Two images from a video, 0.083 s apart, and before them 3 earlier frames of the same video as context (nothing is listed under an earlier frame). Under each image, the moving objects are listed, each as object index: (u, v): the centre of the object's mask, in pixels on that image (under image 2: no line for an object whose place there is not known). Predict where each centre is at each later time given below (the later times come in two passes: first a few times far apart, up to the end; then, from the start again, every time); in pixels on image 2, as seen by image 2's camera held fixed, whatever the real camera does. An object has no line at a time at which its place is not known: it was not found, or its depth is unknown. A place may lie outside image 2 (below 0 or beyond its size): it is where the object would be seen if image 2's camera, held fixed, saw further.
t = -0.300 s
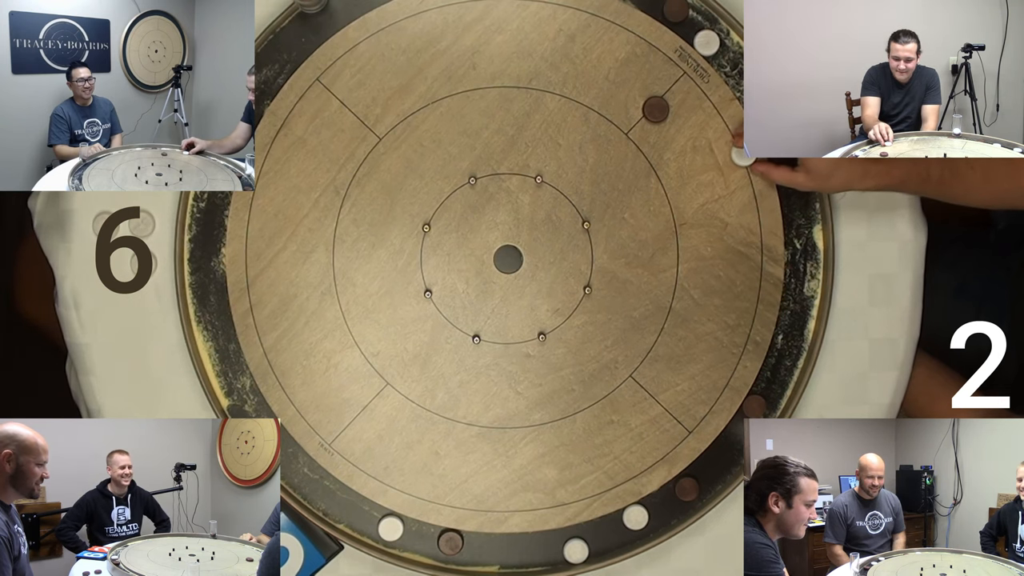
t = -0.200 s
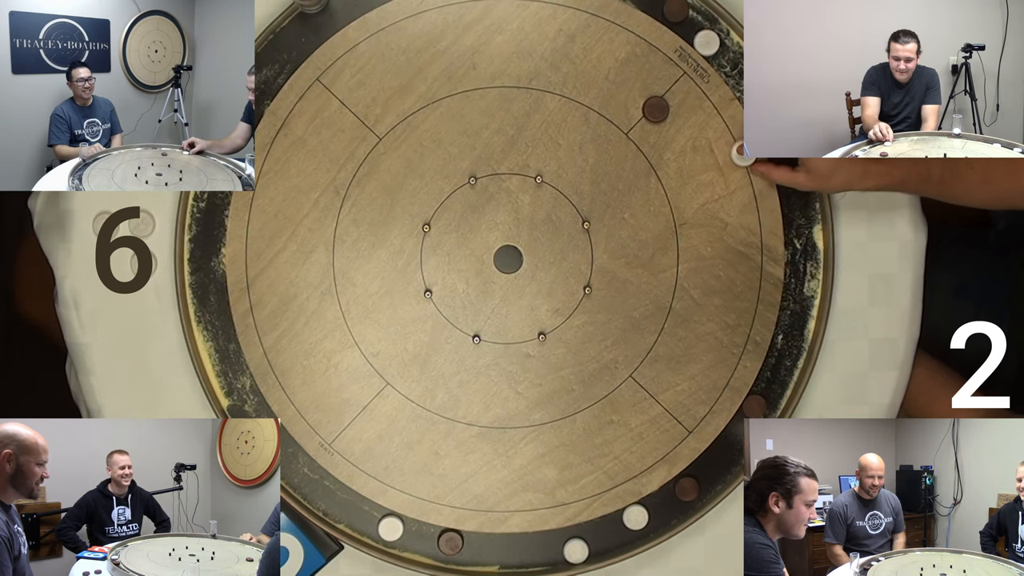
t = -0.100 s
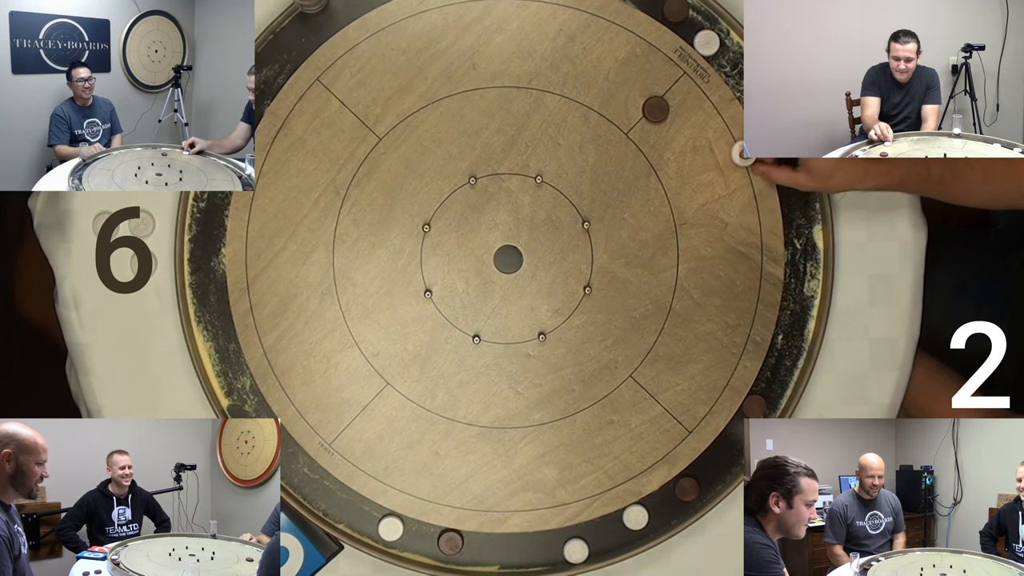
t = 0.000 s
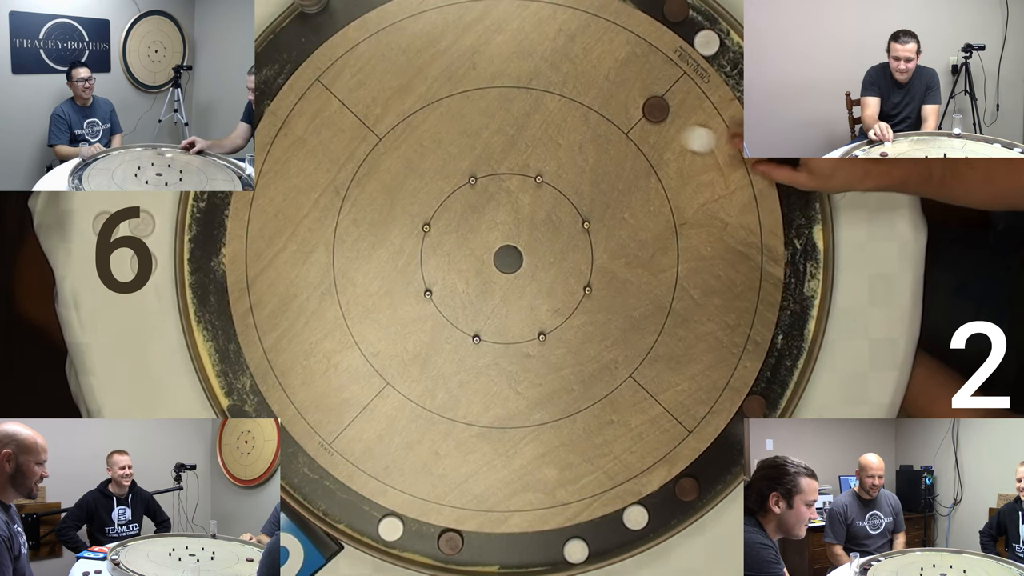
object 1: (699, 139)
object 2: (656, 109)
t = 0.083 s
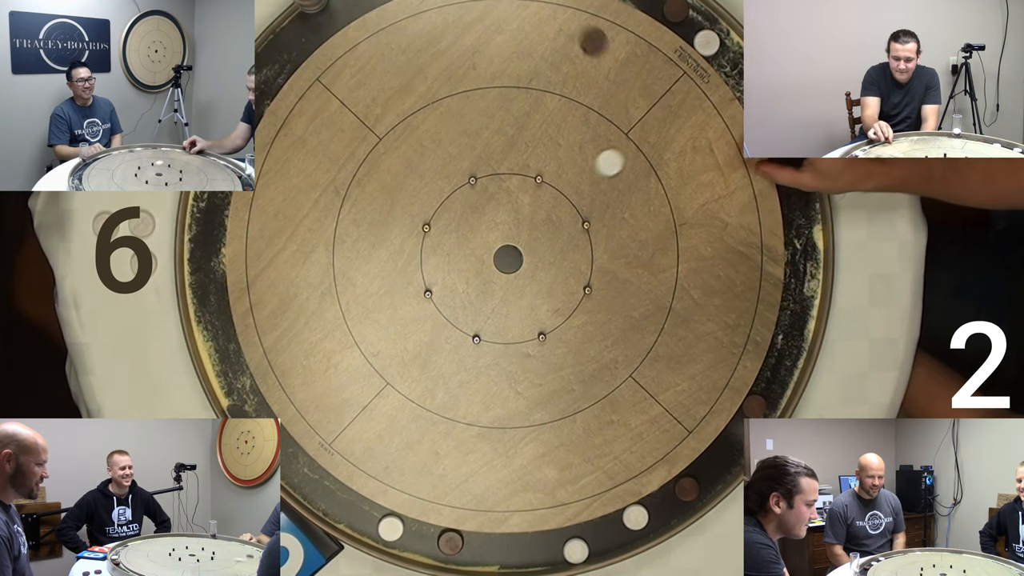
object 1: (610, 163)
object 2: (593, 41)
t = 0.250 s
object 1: (506, 251)
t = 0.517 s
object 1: (459, 323)
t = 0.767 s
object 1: (448, 320)
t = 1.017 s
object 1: (446, 323)
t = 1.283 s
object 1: (448, 320)
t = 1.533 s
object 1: (446, 317)
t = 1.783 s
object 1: (445, 315)
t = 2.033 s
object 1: (445, 315)
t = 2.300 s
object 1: (445, 315)
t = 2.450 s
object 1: (445, 315)
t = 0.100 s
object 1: (595, 170)
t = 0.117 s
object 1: (580, 177)
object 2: (563, 10)
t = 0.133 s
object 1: (566, 184)
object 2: (549, 3)
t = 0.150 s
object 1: (552, 192)
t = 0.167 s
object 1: (543, 201)
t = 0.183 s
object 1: (535, 212)
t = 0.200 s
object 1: (528, 222)
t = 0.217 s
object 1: (521, 232)
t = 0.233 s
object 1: (513, 241)
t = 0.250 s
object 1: (506, 251)
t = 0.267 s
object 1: (501, 259)
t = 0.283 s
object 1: (496, 267)
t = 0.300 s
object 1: (492, 273)
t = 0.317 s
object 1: (489, 279)
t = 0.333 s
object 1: (486, 285)
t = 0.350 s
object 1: (484, 291)
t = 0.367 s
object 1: (480, 297)
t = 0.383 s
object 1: (477, 303)
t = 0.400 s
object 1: (475, 307)
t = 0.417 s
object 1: (473, 313)
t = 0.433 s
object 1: (471, 317)
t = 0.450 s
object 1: (468, 322)
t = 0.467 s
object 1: (466, 324)
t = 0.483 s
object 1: (463, 324)
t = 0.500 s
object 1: (461, 323)
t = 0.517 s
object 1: (459, 323)
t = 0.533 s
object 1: (456, 322)
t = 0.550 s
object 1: (454, 322)
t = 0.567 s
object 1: (453, 322)
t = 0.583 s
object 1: (452, 322)
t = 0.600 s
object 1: (451, 322)
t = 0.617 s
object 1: (450, 322)
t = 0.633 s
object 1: (450, 322)
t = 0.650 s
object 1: (449, 321)
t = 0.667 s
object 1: (449, 321)
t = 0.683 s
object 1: (449, 321)
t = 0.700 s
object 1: (449, 321)
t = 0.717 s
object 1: (449, 321)
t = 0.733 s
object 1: (448, 320)
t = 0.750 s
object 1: (448, 320)
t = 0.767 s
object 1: (448, 320)
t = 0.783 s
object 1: (447, 320)
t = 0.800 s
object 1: (447, 320)
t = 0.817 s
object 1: (447, 320)
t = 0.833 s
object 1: (446, 320)
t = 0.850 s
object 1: (446, 321)
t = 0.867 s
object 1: (446, 321)
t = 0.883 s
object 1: (446, 321)
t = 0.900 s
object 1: (446, 321)
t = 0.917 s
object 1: (446, 321)
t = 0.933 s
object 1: (446, 322)
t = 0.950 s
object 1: (446, 322)
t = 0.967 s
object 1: (446, 322)
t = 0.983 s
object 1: (446, 322)
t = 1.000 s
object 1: (446, 323)
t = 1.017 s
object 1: (446, 323)
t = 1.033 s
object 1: (447, 323)
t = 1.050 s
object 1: (447, 323)
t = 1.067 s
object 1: (447, 323)
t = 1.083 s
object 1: (447, 323)
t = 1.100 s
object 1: (448, 322)
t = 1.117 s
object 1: (448, 322)
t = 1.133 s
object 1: (448, 322)
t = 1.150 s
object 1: (448, 322)
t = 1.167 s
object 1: (448, 322)
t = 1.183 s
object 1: (448, 321)
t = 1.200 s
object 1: (449, 321)
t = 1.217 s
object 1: (449, 321)
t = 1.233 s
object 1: (448, 321)
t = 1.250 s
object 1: (448, 320)
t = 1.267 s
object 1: (448, 320)
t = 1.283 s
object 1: (448, 320)
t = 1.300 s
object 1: (448, 320)
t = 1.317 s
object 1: (448, 319)
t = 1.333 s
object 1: (447, 319)
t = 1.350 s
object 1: (447, 319)
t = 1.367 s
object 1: (447, 319)
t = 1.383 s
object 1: (447, 319)
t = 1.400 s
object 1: (447, 319)
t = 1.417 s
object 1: (447, 319)
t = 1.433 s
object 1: (447, 319)
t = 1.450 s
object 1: (446, 318)
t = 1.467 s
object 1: (446, 318)
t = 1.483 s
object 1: (446, 318)
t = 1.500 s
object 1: (446, 318)
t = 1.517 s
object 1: (446, 317)
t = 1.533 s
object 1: (446, 317)
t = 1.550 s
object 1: (446, 317)
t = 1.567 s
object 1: (445, 316)
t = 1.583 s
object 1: (445, 316)
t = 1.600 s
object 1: (445, 316)
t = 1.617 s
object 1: (445, 316)
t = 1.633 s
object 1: (445, 316)
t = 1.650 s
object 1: (445, 316)
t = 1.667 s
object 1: (445, 316)
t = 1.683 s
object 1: (445, 315)
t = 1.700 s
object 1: (445, 315)
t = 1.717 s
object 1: (445, 315)
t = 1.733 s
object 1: (445, 316)
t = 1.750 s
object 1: (445, 315)
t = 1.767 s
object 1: (445, 315)
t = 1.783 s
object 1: (445, 315)
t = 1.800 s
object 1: (445, 315)
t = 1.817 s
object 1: (445, 315)
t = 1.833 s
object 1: (445, 316)
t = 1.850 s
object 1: (445, 315)
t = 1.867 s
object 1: (445, 315)
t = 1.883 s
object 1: (445, 315)
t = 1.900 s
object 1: (445, 315)
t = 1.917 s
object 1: (445, 315)
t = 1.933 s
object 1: (445, 315)
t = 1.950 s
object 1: (445, 315)
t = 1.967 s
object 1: (445, 315)
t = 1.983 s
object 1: (445, 315)
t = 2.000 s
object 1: (445, 315)
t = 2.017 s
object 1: (445, 315)
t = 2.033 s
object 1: (445, 315)
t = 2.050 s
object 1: (445, 315)
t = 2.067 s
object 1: (445, 316)
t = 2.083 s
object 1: (445, 315)
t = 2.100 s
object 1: (445, 315)
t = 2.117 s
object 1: (445, 315)
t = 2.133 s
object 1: (445, 315)
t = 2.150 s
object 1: (445, 315)
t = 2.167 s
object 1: (445, 315)
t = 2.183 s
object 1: (445, 315)
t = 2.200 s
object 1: (445, 315)
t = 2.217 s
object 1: (445, 315)
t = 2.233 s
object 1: (445, 315)
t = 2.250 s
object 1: (445, 315)
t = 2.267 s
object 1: (445, 315)
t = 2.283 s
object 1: (445, 315)
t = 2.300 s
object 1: (445, 315)
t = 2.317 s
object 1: (445, 315)
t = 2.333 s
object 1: (445, 315)
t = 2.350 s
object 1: (445, 315)
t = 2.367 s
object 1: (445, 315)
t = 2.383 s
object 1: (445, 315)
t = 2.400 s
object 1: (445, 315)
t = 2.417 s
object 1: (445, 315)
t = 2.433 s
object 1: (445, 315)
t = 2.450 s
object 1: (445, 315)
